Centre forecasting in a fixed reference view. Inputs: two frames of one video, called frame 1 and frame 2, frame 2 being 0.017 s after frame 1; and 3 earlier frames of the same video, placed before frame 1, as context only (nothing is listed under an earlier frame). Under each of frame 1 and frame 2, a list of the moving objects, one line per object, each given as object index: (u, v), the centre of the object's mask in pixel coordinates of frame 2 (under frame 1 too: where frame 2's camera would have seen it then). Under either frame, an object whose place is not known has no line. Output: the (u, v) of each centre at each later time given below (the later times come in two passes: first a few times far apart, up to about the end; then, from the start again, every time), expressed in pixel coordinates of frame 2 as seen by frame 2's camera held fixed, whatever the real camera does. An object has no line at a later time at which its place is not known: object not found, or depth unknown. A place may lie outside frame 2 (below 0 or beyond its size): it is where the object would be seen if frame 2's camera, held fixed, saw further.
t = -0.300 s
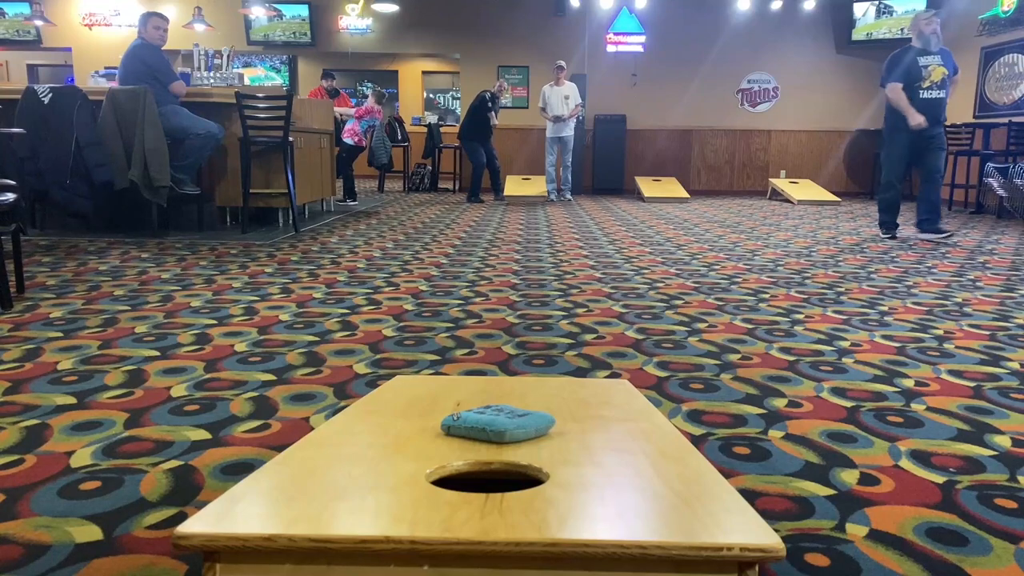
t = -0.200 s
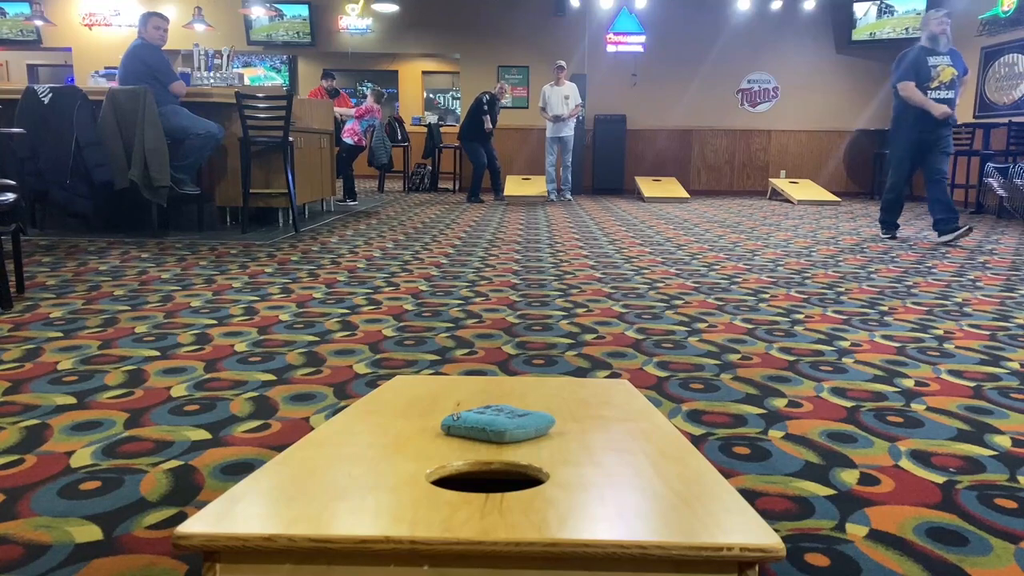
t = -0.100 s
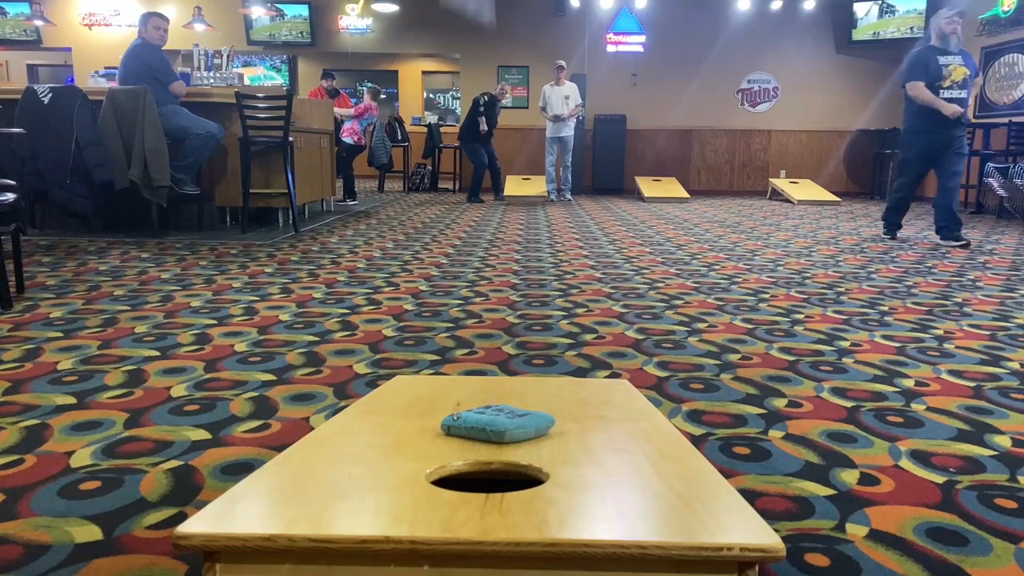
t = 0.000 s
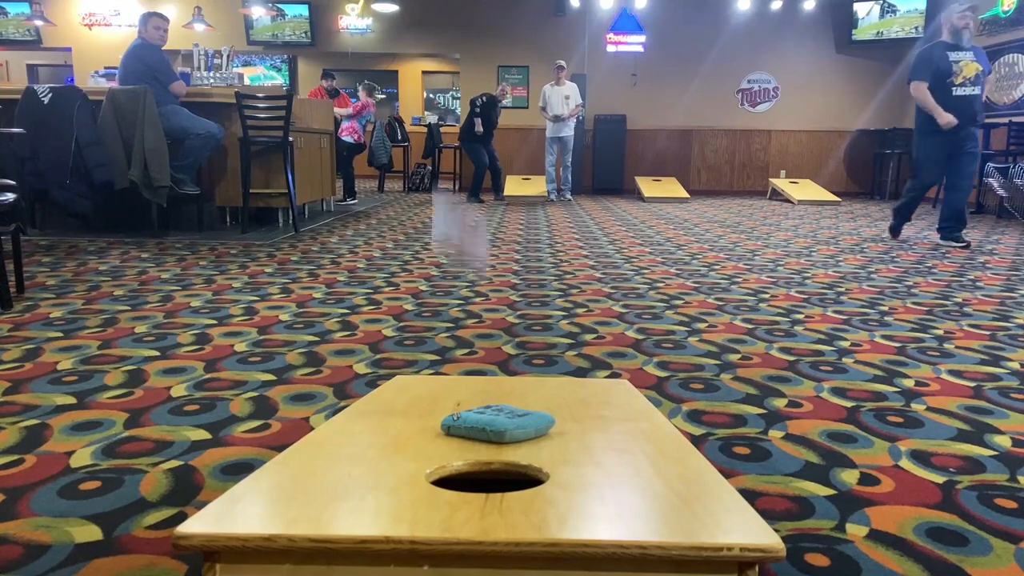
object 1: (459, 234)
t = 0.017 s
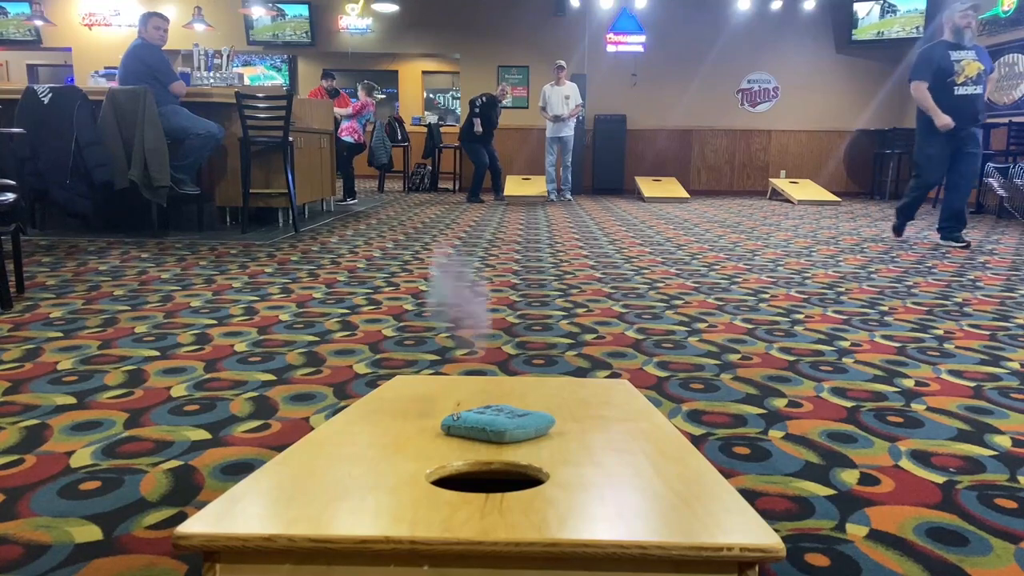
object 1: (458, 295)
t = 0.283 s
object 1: (352, 480)
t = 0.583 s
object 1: (300, 511)
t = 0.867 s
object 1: (299, 511)
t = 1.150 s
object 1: (300, 511)
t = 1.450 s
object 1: (300, 511)
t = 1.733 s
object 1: (300, 511)
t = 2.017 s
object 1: (300, 511)
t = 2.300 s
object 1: (300, 511)
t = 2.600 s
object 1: (300, 511)
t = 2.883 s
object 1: (300, 511)
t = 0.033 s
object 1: (463, 372)
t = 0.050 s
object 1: (432, 412)
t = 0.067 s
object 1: (431, 411)
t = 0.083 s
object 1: (432, 411)
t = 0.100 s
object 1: (430, 413)
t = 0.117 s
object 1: (427, 416)
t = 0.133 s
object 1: (424, 422)
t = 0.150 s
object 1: (414, 428)
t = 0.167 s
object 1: (407, 434)
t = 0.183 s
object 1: (400, 441)
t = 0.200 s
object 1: (393, 447)
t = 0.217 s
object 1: (385, 454)
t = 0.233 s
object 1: (377, 460)
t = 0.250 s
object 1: (368, 467)
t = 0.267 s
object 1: (360, 474)
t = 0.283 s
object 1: (352, 480)
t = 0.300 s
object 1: (345, 484)
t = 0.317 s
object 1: (338, 488)
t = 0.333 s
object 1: (331, 492)
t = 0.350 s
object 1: (325, 495)
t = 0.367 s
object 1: (320, 497)
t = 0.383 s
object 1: (316, 500)
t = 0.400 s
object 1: (312, 502)
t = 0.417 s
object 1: (308, 504)
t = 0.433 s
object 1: (305, 506)
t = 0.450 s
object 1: (303, 507)
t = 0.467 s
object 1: (301, 509)
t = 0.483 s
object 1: (300, 509)
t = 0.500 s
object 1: (300, 510)
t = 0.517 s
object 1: (300, 510)
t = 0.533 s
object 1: (300, 510)
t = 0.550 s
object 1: (300, 510)
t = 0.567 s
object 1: (300, 510)
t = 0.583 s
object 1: (300, 511)
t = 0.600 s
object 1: (300, 511)
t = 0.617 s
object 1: (300, 511)
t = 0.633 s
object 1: (300, 511)
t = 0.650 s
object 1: (300, 511)
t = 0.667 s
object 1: (299, 511)
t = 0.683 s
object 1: (300, 511)
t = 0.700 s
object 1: (300, 511)
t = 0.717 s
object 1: (300, 511)
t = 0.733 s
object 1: (300, 511)
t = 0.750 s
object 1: (299, 511)
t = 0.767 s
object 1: (299, 511)
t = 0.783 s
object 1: (300, 511)
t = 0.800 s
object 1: (300, 511)
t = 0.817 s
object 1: (299, 511)
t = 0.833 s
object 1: (299, 511)
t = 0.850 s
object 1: (299, 511)
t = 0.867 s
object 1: (299, 511)
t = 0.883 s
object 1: (299, 511)
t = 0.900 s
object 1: (300, 511)
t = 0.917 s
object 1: (299, 511)
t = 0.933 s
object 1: (300, 511)
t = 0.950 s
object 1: (299, 511)
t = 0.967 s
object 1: (300, 511)
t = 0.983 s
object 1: (300, 510)
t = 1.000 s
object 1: (299, 511)
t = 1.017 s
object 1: (299, 511)
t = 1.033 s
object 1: (300, 511)
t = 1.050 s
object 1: (299, 511)
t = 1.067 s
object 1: (299, 511)
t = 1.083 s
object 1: (299, 511)
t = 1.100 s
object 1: (299, 511)
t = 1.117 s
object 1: (299, 511)
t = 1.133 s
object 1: (300, 511)
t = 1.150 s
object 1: (300, 511)
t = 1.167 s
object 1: (299, 511)
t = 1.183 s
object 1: (299, 511)
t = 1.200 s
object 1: (299, 511)
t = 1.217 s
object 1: (299, 511)
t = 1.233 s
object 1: (300, 511)
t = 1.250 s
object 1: (300, 511)
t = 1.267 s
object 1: (299, 511)
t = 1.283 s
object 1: (300, 511)
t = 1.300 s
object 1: (299, 511)
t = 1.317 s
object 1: (300, 511)
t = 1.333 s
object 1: (300, 511)
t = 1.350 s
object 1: (300, 511)
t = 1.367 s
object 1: (300, 511)
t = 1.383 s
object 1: (299, 511)
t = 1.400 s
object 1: (300, 511)
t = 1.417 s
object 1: (299, 511)
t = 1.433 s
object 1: (299, 511)
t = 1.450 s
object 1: (300, 511)
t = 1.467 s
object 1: (300, 511)
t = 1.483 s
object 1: (300, 511)
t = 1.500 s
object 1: (300, 511)
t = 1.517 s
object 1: (300, 511)
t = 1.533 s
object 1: (300, 511)
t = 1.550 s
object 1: (300, 511)
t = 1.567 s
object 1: (300, 511)
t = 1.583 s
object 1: (300, 511)
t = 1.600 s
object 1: (300, 511)
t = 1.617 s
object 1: (300, 511)
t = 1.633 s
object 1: (300, 511)
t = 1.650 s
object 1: (300, 511)
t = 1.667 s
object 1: (300, 511)
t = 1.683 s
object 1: (300, 511)
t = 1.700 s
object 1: (300, 511)
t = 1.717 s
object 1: (300, 511)
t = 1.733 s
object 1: (300, 511)
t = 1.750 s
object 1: (300, 511)
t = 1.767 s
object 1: (300, 511)
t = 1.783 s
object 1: (300, 511)
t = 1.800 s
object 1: (300, 511)
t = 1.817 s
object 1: (300, 511)
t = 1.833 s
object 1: (300, 511)
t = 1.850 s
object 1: (300, 511)
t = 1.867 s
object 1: (300, 511)
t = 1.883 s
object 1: (300, 511)
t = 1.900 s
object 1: (300, 511)
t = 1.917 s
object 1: (300, 511)
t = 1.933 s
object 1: (300, 511)
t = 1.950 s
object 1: (300, 511)
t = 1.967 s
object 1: (300, 511)
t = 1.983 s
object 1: (300, 511)
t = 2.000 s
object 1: (300, 511)
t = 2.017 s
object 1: (300, 511)
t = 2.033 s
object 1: (300, 511)
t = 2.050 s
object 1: (300, 511)
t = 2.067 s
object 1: (300, 511)
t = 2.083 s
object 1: (300, 511)
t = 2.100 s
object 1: (300, 511)
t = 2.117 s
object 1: (300, 511)
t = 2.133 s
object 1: (300, 511)
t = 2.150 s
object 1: (300, 511)
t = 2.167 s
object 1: (300, 511)
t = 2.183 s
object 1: (300, 511)
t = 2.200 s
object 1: (300, 510)
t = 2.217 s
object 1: (300, 511)
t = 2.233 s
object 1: (300, 511)
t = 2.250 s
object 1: (300, 511)
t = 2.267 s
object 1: (300, 511)
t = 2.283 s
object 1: (300, 511)
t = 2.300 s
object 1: (300, 511)
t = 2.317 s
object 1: (300, 510)
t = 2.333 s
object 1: (300, 511)
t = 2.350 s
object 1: (300, 511)
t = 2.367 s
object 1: (300, 511)
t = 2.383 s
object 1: (300, 511)
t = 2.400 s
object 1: (300, 511)
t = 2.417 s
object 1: (300, 511)
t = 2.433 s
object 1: (300, 511)
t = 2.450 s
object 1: (300, 511)
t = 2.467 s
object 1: (300, 511)
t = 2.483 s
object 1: (300, 511)
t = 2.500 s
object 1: (300, 511)
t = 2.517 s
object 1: (300, 511)
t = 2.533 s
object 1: (300, 511)
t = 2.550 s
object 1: (300, 511)
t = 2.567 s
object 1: (300, 511)
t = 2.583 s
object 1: (300, 511)
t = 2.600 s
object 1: (300, 511)
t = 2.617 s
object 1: (300, 511)
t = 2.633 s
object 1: (300, 511)
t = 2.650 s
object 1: (300, 511)
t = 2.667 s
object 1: (300, 511)
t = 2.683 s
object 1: (300, 511)
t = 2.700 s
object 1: (300, 511)
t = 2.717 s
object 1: (300, 511)
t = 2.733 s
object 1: (300, 511)
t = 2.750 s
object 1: (300, 511)
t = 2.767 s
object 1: (300, 511)
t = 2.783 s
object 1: (300, 511)
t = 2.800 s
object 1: (300, 511)
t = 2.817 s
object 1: (300, 511)
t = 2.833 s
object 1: (300, 511)
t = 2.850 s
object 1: (300, 511)
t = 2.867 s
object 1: (300, 511)
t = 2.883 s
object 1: (300, 511)
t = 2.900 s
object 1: (300, 511)
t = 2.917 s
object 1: (300, 511)
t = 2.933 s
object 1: (300, 511)
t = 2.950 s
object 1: (300, 511)
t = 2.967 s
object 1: (300, 511)
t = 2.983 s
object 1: (299, 511)
